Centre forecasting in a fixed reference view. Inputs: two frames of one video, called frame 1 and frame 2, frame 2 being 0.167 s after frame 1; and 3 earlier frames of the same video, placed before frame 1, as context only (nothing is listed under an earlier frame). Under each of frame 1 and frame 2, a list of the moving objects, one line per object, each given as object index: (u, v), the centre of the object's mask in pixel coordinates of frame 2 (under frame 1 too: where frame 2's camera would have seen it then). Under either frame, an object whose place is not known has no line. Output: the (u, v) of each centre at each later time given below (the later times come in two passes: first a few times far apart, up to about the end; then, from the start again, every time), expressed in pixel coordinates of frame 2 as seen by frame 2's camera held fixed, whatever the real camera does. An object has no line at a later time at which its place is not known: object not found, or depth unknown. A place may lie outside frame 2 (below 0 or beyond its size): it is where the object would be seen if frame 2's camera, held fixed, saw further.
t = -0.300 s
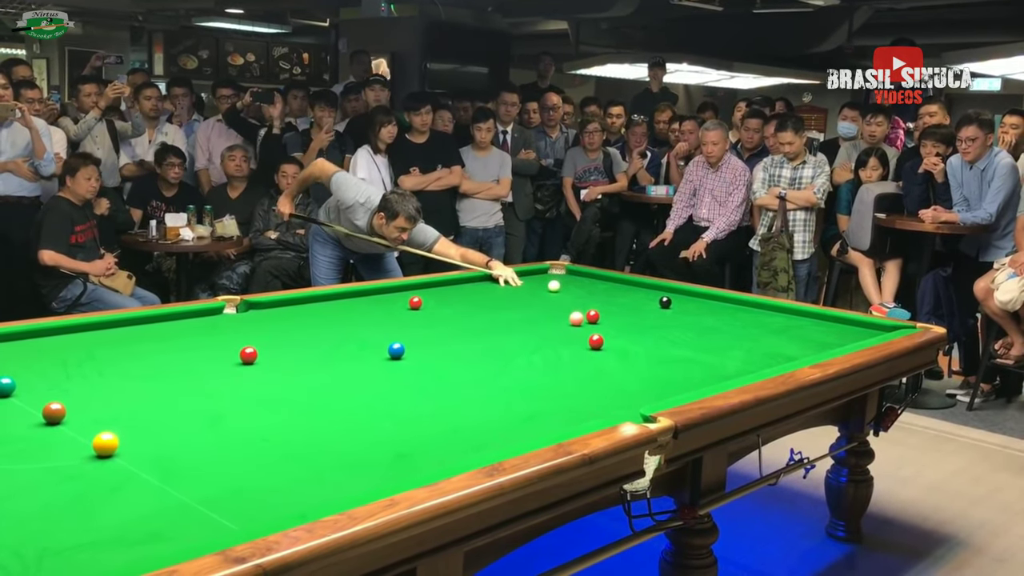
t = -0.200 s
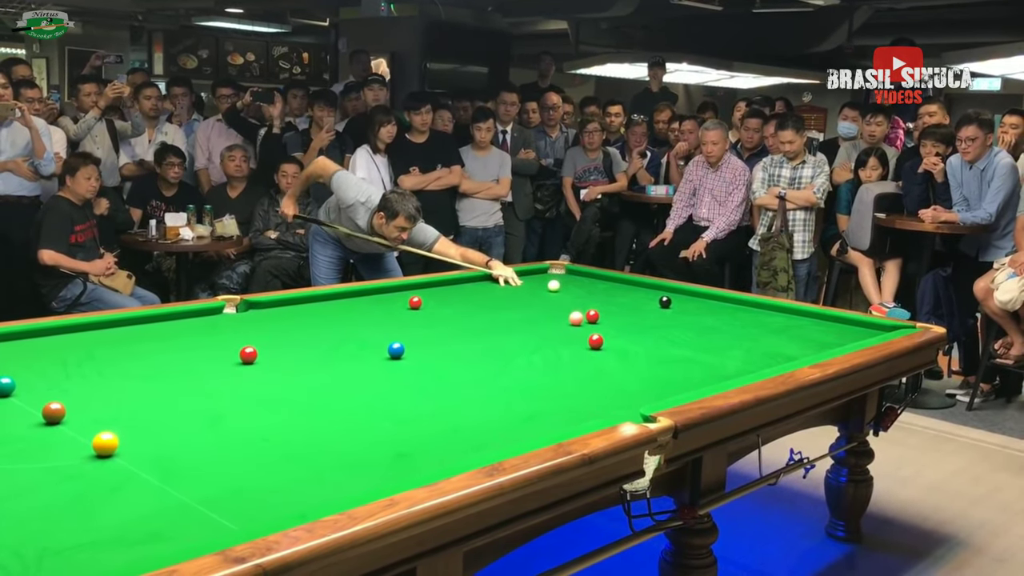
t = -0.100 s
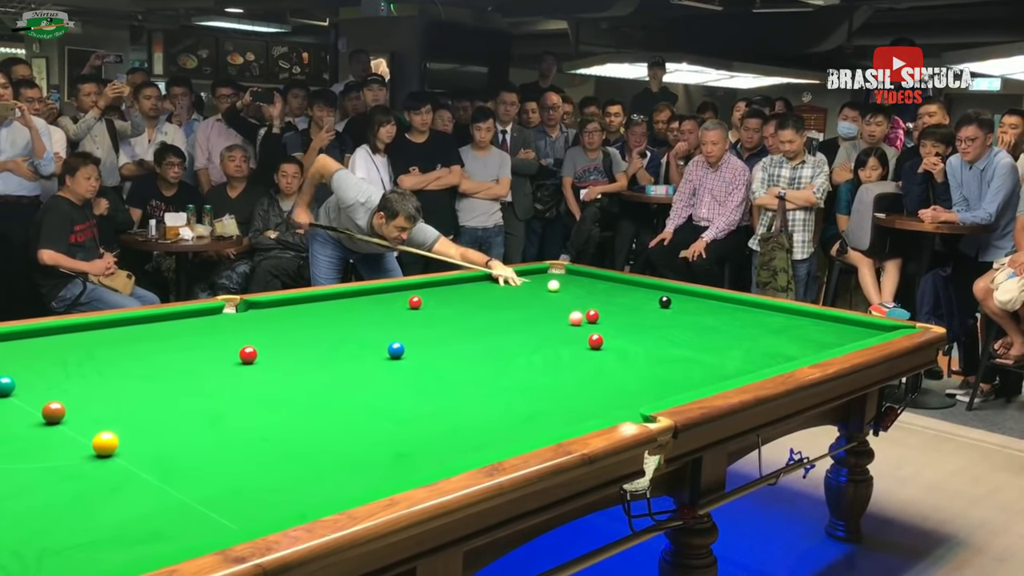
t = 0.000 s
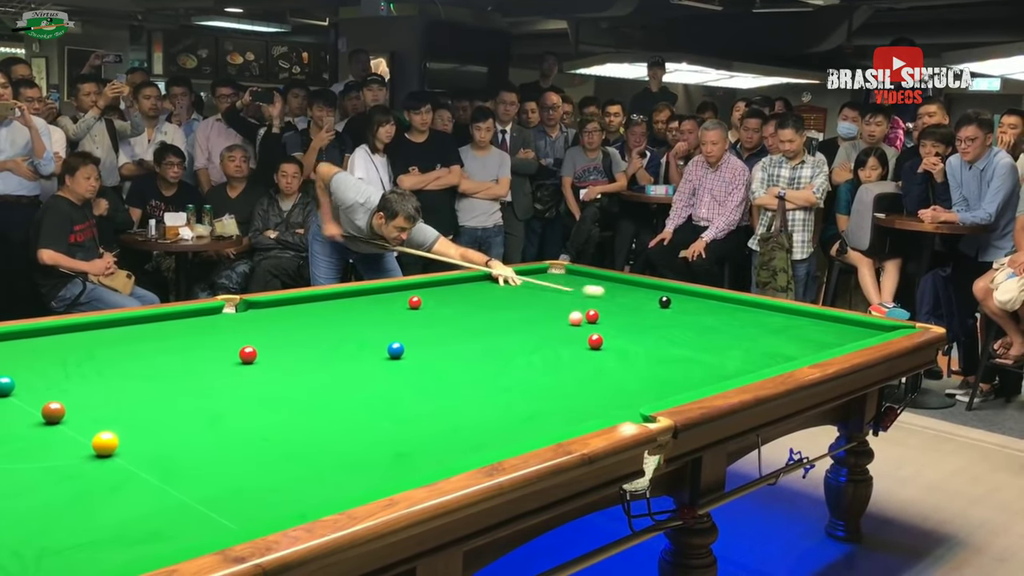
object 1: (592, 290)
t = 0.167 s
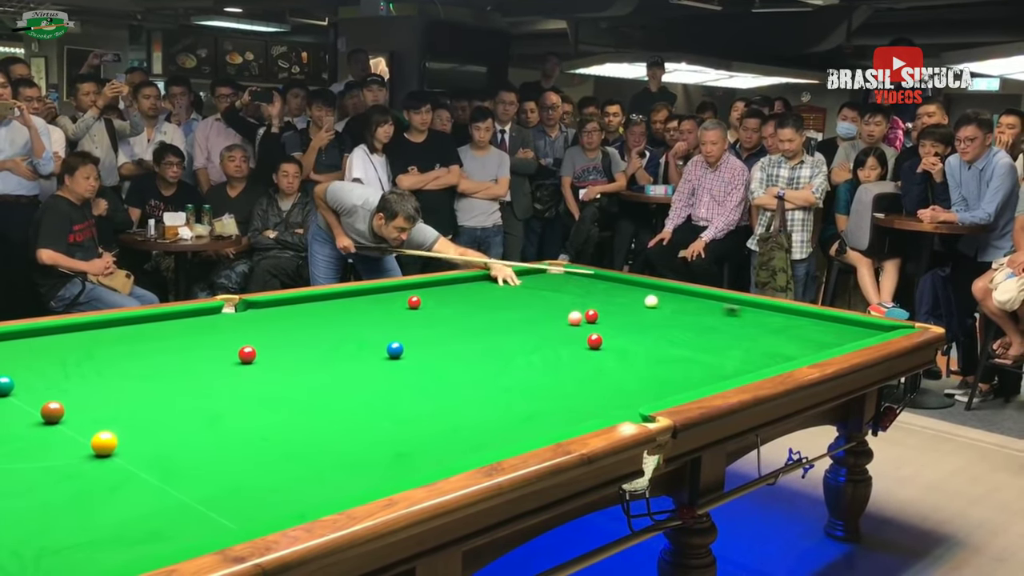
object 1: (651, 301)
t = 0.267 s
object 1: (649, 302)
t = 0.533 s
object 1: (646, 306)
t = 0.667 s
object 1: (644, 307)
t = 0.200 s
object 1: (650, 301)
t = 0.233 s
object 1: (650, 302)
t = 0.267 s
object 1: (649, 302)
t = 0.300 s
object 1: (649, 303)
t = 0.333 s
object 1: (649, 303)
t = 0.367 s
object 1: (648, 303)
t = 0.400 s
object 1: (648, 304)
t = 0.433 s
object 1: (647, 304)
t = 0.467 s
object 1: (646, 305)
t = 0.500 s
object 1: (646, 305)
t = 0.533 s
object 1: (646, 306)
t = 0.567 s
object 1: (645, 306)
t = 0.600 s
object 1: (645, 306)
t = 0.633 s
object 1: (644, 307)
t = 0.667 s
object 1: (644, 307)
